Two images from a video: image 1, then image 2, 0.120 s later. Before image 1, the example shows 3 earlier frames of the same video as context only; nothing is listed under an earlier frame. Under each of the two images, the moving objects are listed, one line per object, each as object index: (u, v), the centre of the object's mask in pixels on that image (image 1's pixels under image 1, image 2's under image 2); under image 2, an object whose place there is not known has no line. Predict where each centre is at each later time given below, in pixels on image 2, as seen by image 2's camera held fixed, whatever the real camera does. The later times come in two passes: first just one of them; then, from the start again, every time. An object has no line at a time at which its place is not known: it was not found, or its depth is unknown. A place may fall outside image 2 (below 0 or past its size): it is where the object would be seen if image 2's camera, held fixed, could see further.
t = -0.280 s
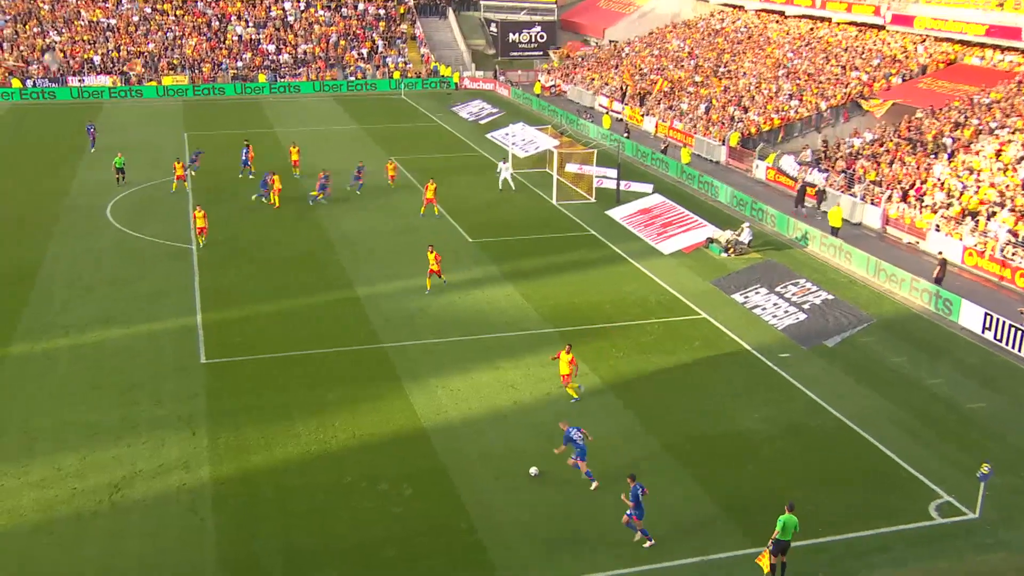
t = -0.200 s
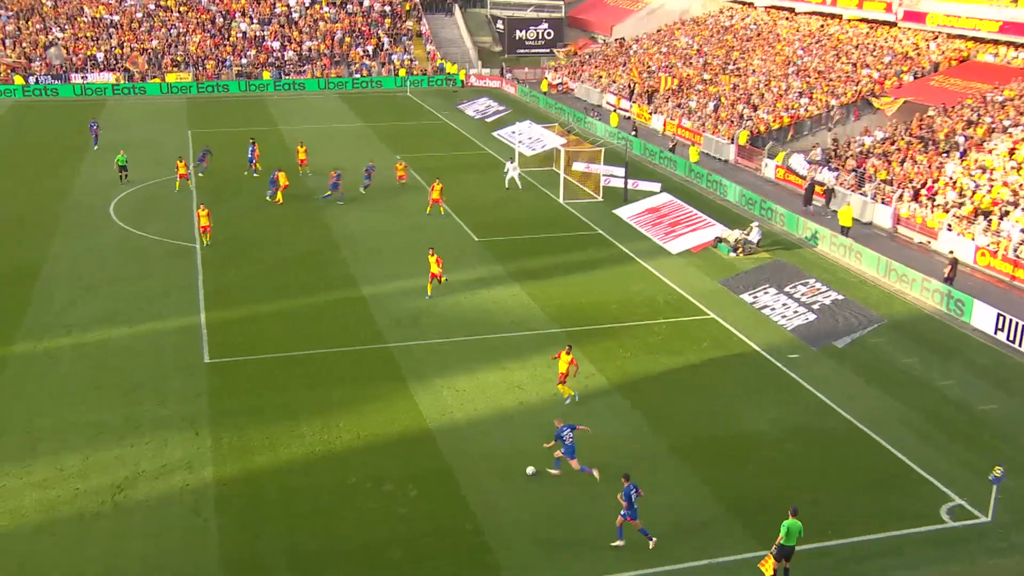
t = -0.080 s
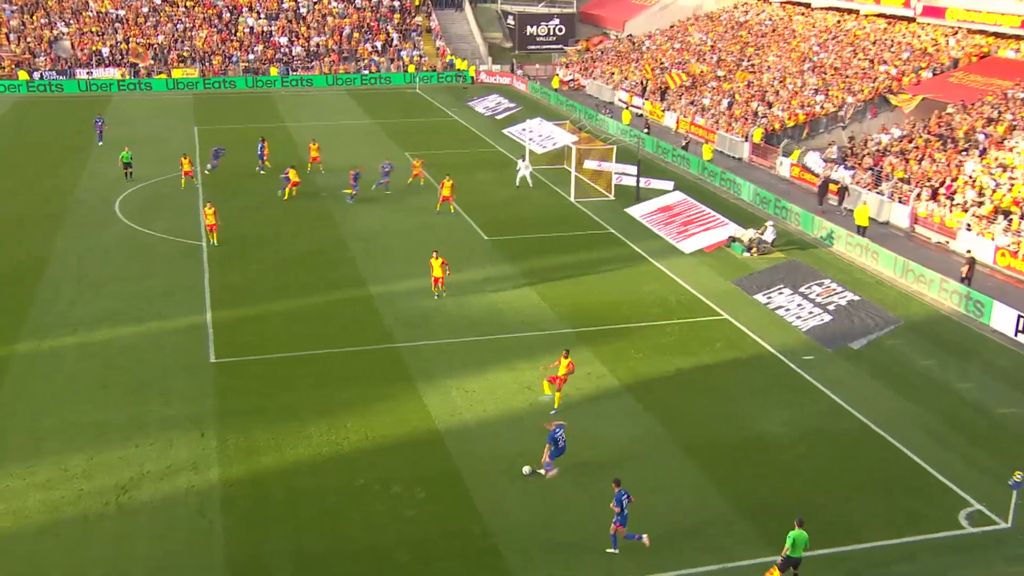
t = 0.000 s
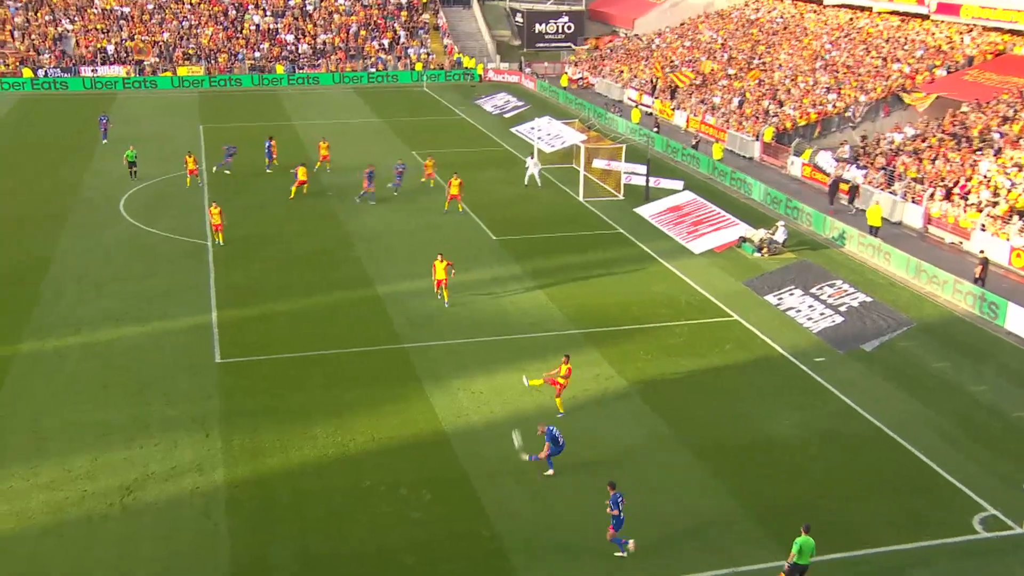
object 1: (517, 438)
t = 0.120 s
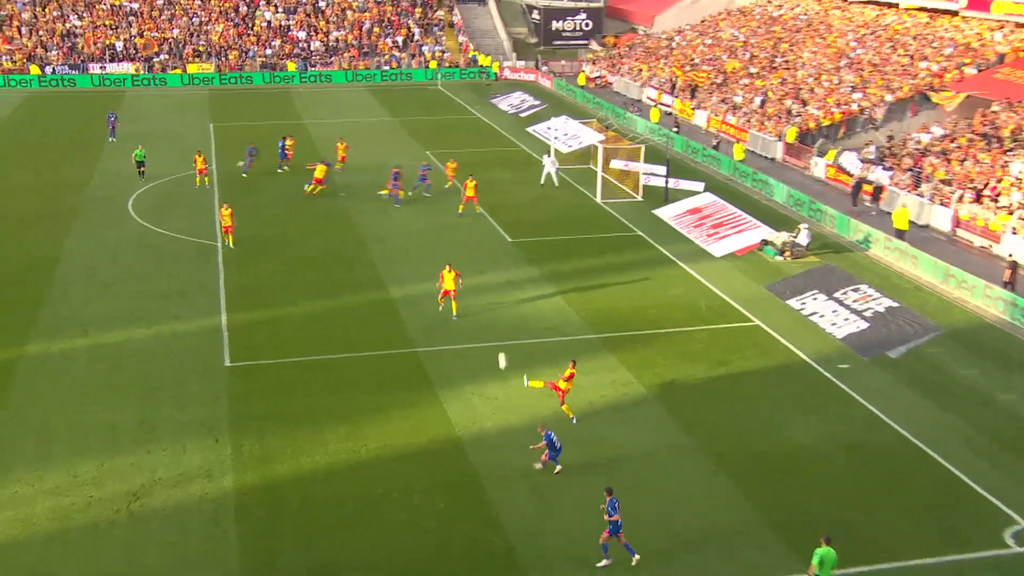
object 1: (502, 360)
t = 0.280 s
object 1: (478, 276)
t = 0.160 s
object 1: (494, 336)
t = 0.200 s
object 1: (488, 314)
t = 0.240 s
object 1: (483, 294)
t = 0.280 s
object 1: (478, 276)
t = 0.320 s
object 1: (474, 259)
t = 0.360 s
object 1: (471, 244)
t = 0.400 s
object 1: (468, 230)
